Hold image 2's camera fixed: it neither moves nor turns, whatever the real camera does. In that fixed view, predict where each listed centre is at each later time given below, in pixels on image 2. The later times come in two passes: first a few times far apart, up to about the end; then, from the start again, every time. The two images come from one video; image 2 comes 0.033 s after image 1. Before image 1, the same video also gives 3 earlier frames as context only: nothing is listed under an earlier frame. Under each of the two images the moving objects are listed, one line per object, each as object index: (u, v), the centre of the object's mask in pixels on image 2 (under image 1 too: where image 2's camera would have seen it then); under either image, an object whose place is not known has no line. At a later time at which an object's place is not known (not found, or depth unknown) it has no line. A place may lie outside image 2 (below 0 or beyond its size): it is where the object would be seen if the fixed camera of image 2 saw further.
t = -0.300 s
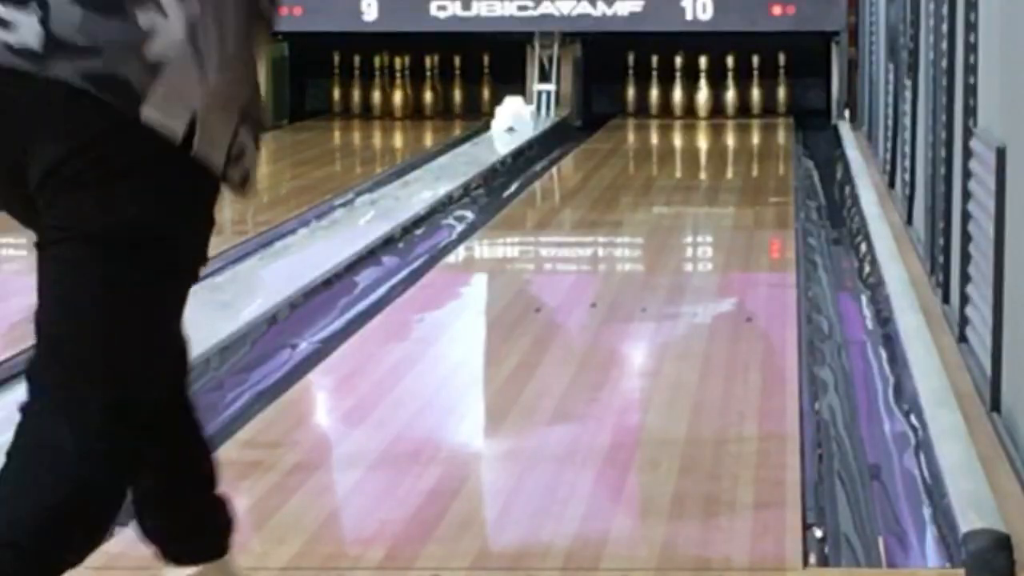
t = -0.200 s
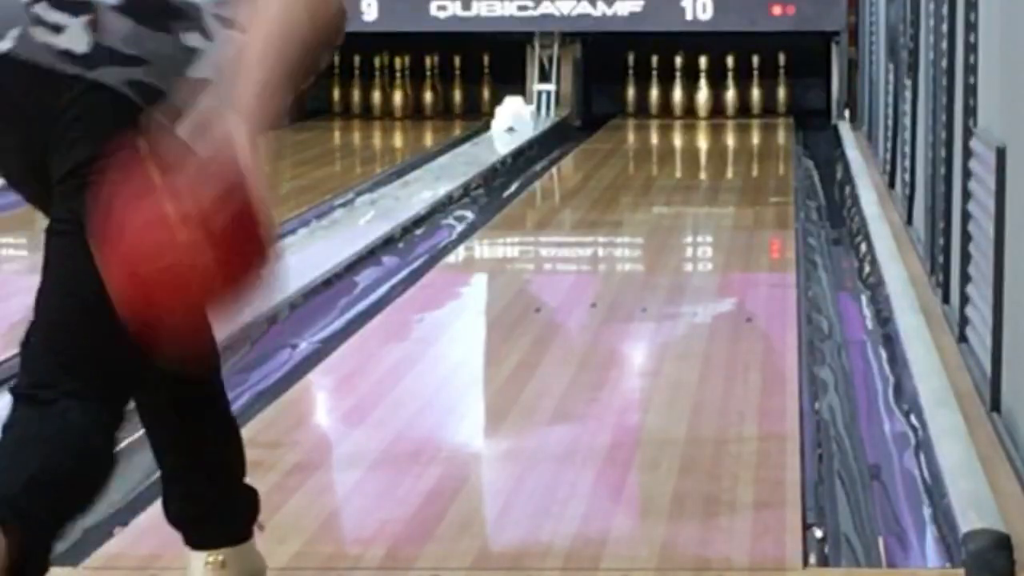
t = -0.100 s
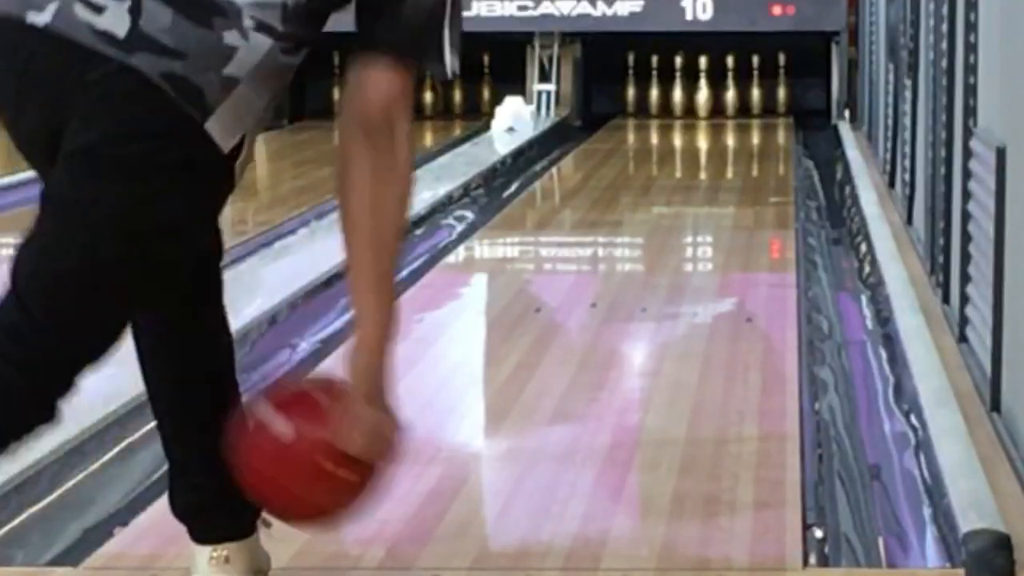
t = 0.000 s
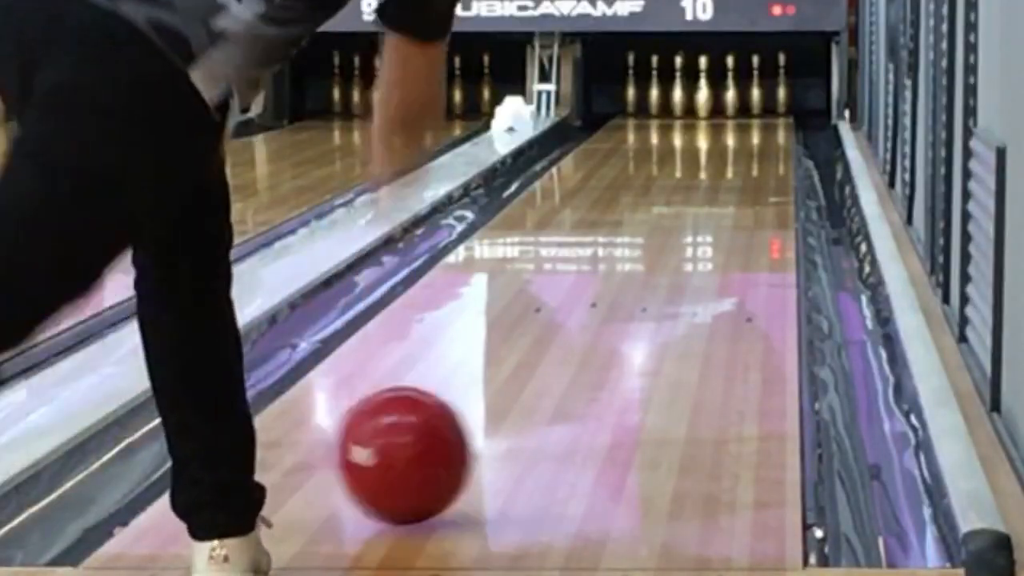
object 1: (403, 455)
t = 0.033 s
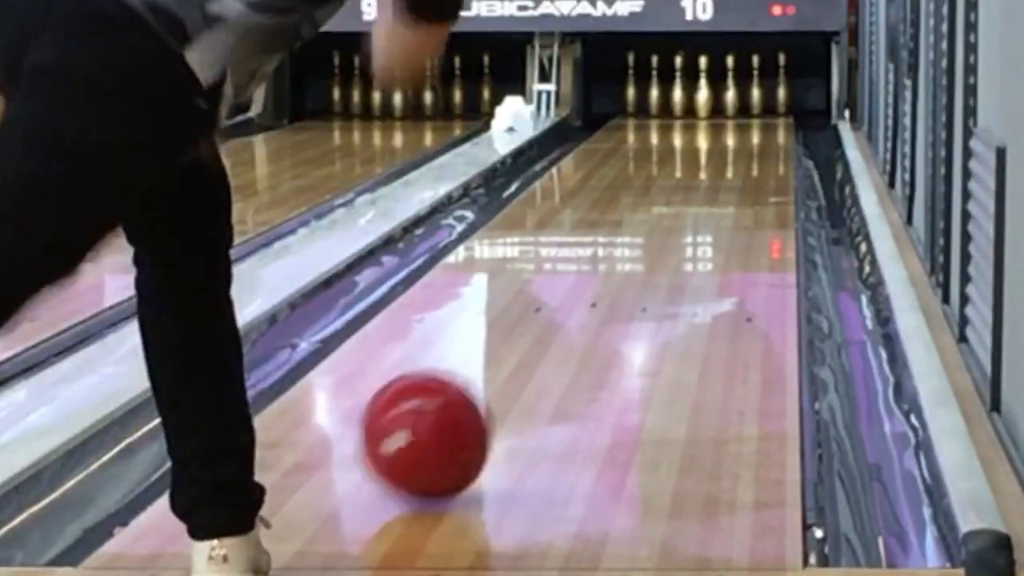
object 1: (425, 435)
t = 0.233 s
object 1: (530, 350)
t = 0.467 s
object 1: (609, 281)
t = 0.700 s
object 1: (661, 234)
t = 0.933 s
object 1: (697, 199)
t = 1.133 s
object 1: (720, 175)
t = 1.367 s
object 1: (739, 154)
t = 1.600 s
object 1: (752, 137)
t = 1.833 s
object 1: (754, 123)
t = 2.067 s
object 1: (744, 112)
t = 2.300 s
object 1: (724, 102)
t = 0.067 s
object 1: (447, 419)
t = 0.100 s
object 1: (467, 404)
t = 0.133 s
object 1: (485, 389)
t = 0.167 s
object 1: (501, 375)
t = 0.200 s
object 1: (517, 362)
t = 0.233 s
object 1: (530, 350)
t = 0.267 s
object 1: (544, 338)
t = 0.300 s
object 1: (557, 327)
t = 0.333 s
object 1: (568, 316)
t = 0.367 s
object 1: (579, 307)
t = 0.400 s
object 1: (590, 297)
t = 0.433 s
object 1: (600, 289)
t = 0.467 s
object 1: (609, 281)
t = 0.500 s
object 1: (618, 273)
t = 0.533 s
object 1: (626, 266)
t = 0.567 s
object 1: (634, 258)
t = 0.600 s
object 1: (641, 251)
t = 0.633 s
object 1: (648, 245)
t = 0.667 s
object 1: (655, 239)
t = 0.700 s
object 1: (661, 234)
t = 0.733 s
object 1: (667, 228)
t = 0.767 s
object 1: (673, 223)
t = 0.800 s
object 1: (678, 217)
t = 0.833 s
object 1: (683, 212)
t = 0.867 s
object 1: (688, 208)
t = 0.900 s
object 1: (693, 203)
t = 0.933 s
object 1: (697, 199)
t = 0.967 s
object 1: (702, 195)
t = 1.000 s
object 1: (705, 191)
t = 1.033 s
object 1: (709, 187)
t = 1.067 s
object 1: (713, 182)
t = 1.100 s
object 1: (717, 179)
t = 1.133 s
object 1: (720, 175)
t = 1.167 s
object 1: (723, 172)
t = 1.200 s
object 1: (726, 169)
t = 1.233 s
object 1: (729, 166)
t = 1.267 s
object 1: (731, 163)
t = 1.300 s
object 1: (734, 160)
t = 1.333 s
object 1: (737, 156)
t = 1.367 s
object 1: (739, 154)
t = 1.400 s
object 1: (742, 151)
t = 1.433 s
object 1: (743, 148)
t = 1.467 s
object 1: (746, 146)
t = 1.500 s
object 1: (747, 144)
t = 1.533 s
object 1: (749, 141)
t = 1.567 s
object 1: (750, 139)
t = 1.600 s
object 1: (752, 137)
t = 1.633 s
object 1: (752, 135)
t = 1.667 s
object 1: (754, 133)
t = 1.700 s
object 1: (754, 131)
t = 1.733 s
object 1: (754, 129)
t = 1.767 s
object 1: (754, 127)
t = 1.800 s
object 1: (754, 125)
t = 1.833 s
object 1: (754, 123)
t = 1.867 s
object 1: (753, 121)
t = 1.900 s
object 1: (752, 120)
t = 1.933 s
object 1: (751, 118)
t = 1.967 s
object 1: (749, 116)
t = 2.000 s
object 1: (748, 115)
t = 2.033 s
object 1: (746, 113)
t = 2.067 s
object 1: (744, 112)
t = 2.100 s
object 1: (742, 110)
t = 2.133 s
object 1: (739, 109)
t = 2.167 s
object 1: (735, 108)
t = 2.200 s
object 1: (732, 107)
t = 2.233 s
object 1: (730, 105)
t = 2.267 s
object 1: (727, 104)
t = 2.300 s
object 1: (724, 102)
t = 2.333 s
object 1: (721, 101)
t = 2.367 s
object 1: (720, 101)
